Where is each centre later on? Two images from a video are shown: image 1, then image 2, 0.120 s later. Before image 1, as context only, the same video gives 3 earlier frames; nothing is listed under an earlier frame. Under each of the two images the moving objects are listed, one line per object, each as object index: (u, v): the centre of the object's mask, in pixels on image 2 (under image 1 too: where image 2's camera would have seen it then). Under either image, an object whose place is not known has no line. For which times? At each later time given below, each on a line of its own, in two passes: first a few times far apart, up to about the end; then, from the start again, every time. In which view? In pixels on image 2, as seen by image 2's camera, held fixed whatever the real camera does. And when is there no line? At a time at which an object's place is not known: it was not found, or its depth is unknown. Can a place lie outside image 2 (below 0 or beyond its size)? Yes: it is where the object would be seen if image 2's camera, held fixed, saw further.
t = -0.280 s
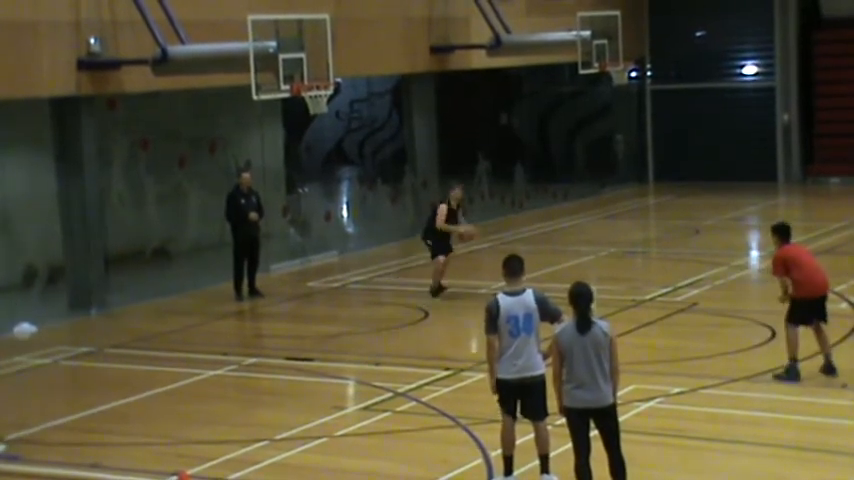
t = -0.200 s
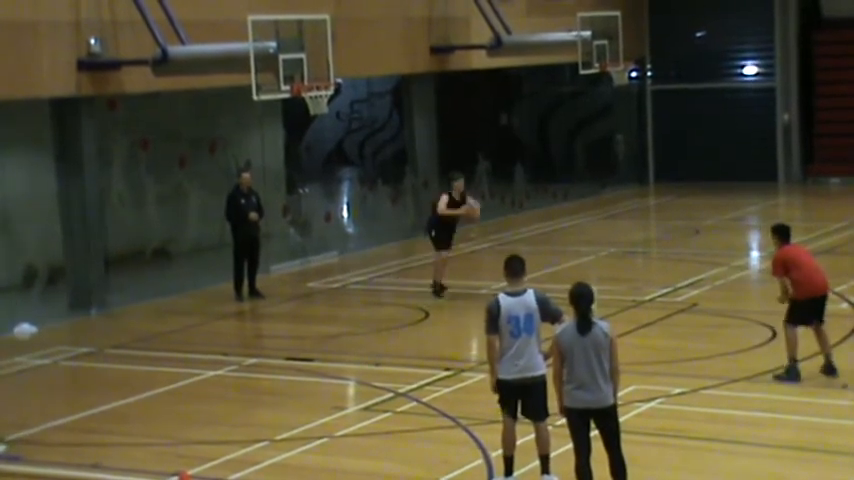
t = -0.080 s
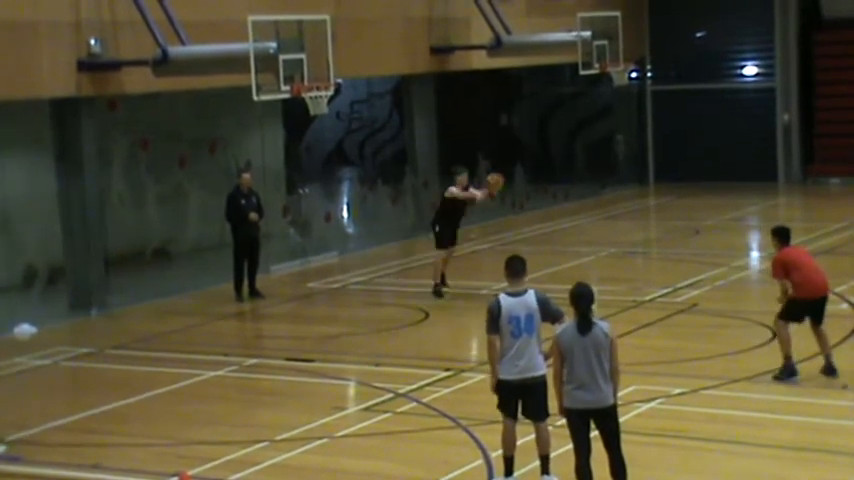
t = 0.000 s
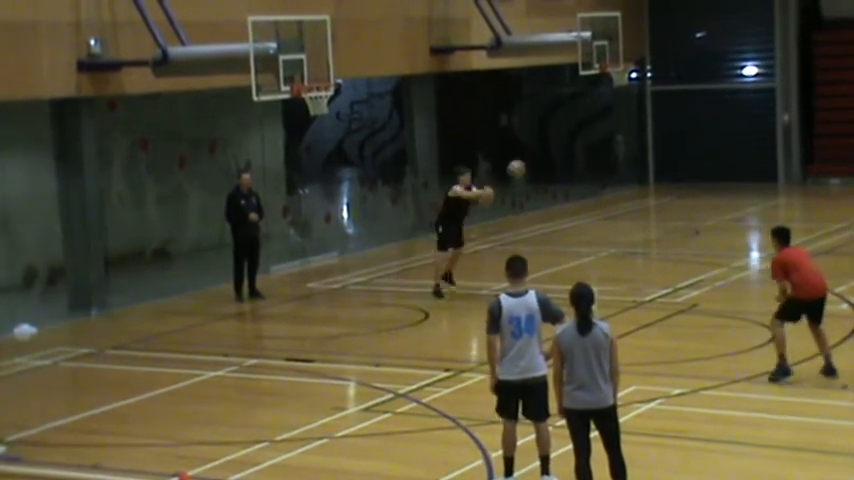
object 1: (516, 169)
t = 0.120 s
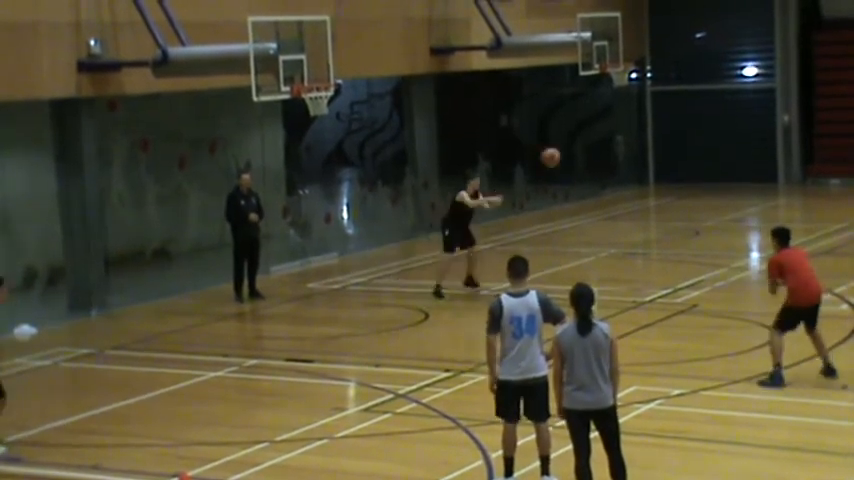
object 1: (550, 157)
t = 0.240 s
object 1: (588, 155)
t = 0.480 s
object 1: (675, 186)
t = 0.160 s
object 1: (562, 155)
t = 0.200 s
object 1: (575, 155)
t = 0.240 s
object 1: (588, 155)
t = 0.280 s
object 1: (601, 157)
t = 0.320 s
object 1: (614, 160)
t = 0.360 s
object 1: (629, 165)
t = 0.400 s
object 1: (643, 171)
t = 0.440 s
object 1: (658, 177)
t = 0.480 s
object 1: (675, 186)
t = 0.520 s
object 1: (690, 198)
